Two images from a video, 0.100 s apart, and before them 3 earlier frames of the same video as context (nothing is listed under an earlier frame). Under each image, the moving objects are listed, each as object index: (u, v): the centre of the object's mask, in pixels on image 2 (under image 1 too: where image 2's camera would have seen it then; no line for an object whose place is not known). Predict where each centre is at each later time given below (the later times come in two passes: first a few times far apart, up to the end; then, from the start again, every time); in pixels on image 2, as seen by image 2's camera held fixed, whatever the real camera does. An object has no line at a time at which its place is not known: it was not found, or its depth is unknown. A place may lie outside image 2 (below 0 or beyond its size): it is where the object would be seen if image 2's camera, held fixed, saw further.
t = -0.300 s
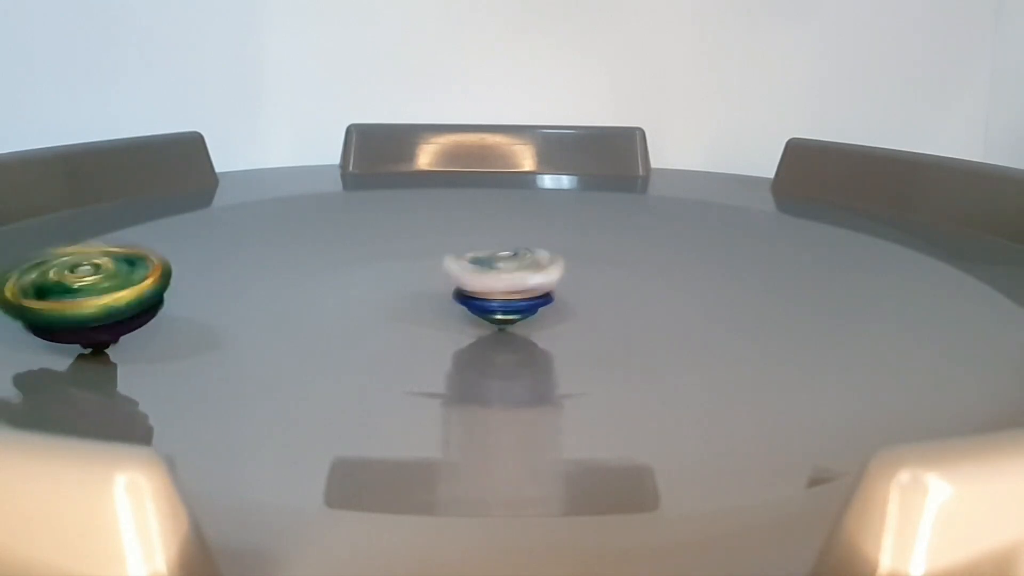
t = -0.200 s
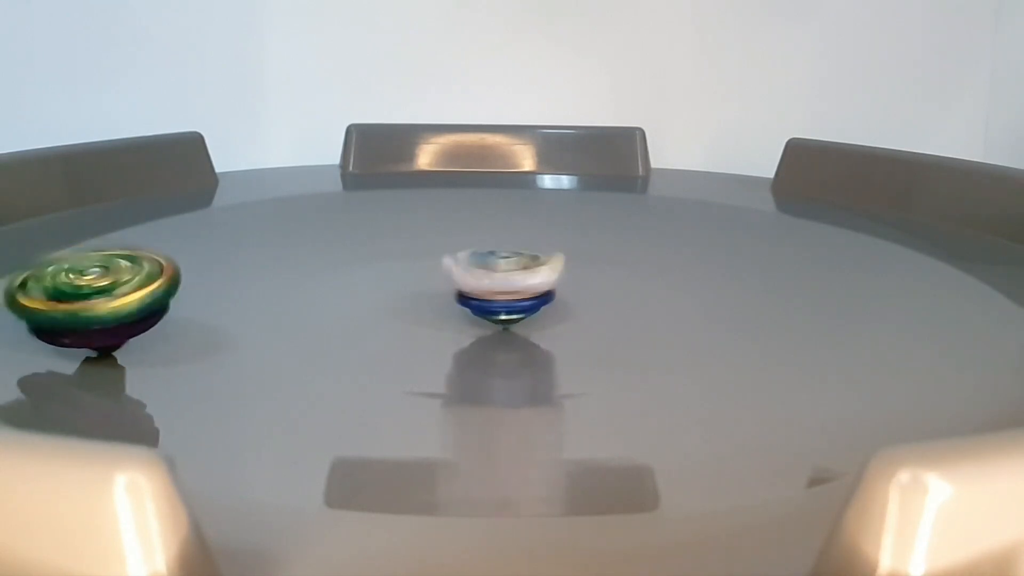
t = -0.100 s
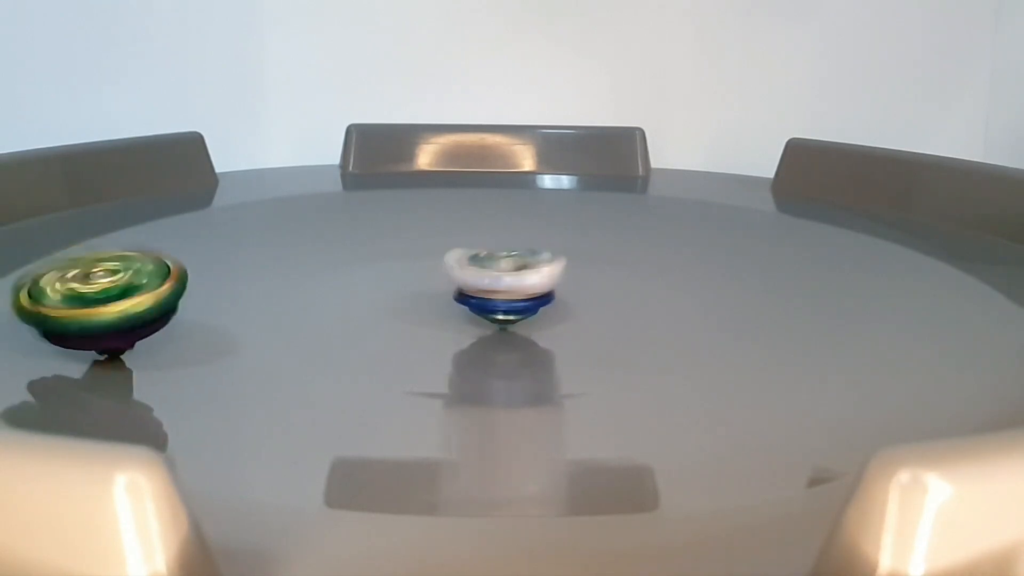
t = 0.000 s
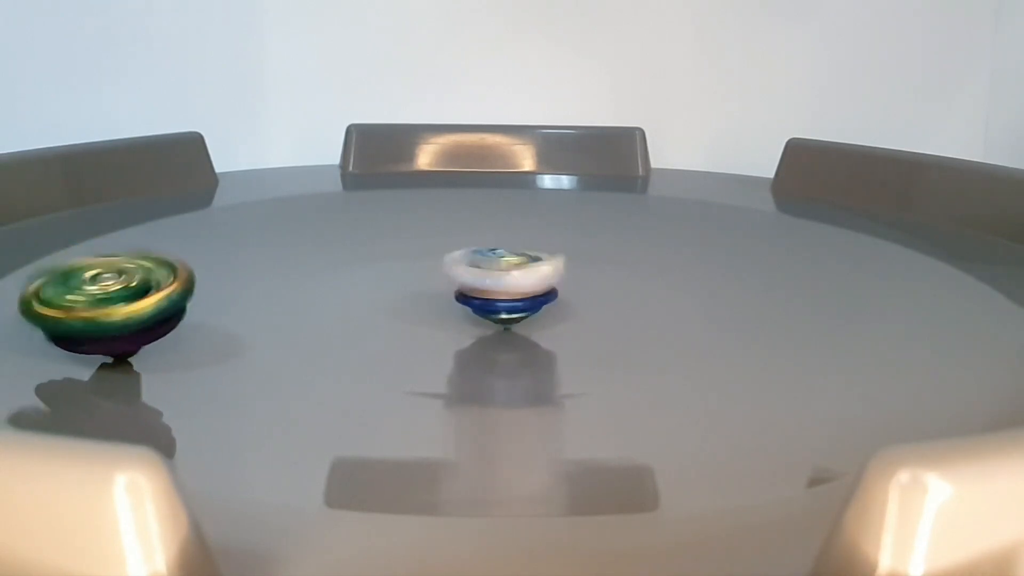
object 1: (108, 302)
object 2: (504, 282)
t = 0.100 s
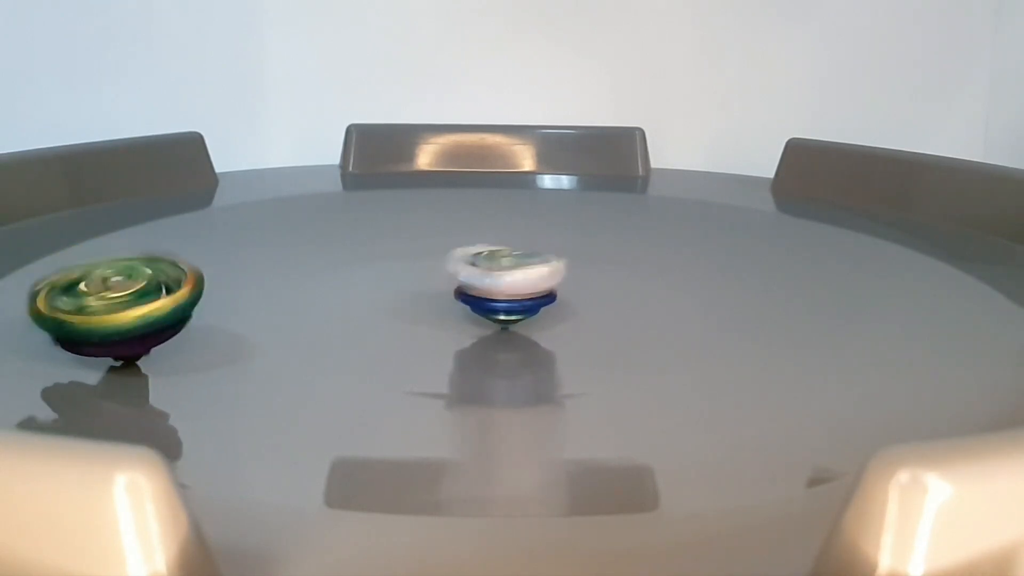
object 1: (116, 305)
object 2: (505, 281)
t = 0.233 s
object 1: (126, 309)
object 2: (507, 282)
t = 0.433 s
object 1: (143, 314)
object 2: (509, 282)
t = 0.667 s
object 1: (163, 319)
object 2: (508, 280)
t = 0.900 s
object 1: (184, 325)
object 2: (510, 281)
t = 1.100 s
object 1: (202, 330)
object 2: (510, 281)
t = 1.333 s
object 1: (222, 336)
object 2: (512, 281)
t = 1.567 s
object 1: (244, 341)
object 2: (510, 280)
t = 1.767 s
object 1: (263, 346)
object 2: (511, 280)
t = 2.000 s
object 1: (286, 352)
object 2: (511, 281)
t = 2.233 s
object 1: (309, 357)
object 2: (511, 281)
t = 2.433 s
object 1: (329, 361)
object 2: (510, 281)
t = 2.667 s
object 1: (352, 366)
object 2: (509, 281)
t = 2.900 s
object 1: (377, 371)
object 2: (509, 280)
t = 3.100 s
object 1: (398, 374)
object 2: (509, 280)
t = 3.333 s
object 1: (424, 378)
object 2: (507, 279)
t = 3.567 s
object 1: (450, 382)
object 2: (508, 279)
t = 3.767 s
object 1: (473, 386)
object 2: (508, 279)
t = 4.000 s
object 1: (498, 390)
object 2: (505, 278)
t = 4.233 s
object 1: (526, 392)
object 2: (506, 280)
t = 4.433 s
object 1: (549, 395)
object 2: (506, 280)
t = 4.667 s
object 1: (577, 399)
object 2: (504, 279)
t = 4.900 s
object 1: (605, 401)
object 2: (506, 280)
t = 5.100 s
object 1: (629, 403)
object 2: (505, 280)
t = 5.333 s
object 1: (658, 403)
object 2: (503, 278)
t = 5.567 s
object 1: (684, 404)
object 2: (504, 280)
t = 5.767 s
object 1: (708, 405)
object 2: (503, 280)
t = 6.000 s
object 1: (733, 406)
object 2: (501, 279)
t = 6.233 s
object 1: (758, 407)
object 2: (502, 279)
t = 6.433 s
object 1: (777, 409)
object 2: (502, 280)
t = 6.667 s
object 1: (791, 410)
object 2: (498, 279)
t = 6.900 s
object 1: (803, 412)
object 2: (498, 279)
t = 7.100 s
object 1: (814, 412)
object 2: (498, 279)
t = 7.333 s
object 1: (824, 414)
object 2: (495, 279)
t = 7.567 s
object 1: (833, 415)
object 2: (494, 279)
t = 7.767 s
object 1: (839, 415)
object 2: (493, 280)
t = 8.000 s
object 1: (846, 415)
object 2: (491, 280)
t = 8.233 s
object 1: (852, 415)
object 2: (489, 279)
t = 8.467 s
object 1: (855, 414)
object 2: (489, 281)
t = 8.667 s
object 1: (855, 414)
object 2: (488, 281)
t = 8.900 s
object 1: (852, 413)
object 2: (484, 281)
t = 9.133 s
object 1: (847, 413)
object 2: (483, 280)
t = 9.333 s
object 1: (844, 411)
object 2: (483, 281)
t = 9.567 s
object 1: (836, 411)
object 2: (483, 281)
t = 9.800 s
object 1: (829, 411)
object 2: (481, 280)
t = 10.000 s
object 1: (824, 409)
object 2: (480, 280)
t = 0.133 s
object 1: (119, 306)
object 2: (506, 281)
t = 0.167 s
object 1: (122, 306)
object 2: (506, 282)
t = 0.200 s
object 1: (124, 308)
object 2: (506, 282)
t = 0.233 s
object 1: (126, 309)
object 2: (507, 282)
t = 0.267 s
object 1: (129, 309)
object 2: (507, 282)
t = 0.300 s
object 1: (132, 310)
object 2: (507, 281)
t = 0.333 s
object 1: (135, 311)
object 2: (508, 282)
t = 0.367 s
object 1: (138, 312)
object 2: (507, 281)
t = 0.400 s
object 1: (140, 313)
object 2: (507, 282)
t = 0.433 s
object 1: (143, 314)
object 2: (509, 282)
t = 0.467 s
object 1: (146, 314)
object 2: (507, 281)
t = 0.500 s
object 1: (149, 315)
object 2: (508, 281)
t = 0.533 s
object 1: (152, 316)
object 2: (508, 282)
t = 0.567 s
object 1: (155, 317)
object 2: (508, 282)
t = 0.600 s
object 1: (157, 318)
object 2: (510, 282)
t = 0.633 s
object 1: (160, 319)
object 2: (508, 281)
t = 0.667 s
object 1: (163, 319)
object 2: (508, 280)
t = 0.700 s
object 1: (166, 320)
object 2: (510, 282)
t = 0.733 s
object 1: (169, 321)
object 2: (509, 281)
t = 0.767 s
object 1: (172, 322)
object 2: (509, 282)
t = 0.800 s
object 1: (175, 323)
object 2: (511, 282)
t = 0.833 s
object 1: (178, 324)
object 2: (509, 281)
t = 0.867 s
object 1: (181, 324)
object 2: (510, 280)
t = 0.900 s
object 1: (184, 325)
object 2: (510, 281)
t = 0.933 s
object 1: (187, 326)
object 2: (509, 281)
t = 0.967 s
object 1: (189, 327)
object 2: (511, 281)
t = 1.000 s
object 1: (192, 328)
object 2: (510, 281)
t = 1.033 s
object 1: (195, 329)
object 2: (510, 280)
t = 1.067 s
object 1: (199, 330)
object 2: (512, 281)
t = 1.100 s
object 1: (202, 330)
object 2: (510, 281)
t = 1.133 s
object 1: (204, 331)
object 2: (510, 282)
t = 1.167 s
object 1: (207, 332)
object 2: (512, 281)
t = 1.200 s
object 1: (210, 333)
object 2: (510, 280)
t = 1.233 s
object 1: (213, 333)
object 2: (512, 280)
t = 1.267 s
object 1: (217, 334)
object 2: (511, 281)
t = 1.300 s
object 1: (220, 335)
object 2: (511, 281)
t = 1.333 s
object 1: (222, 336)
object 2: (512, 281)
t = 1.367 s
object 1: (225, 337)
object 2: (511, 281)
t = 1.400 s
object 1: (228, 337)
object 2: (511, 280)
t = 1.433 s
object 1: (232, 338)
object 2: (512, 281)
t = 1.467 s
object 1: (235, 339)
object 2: (510, 281)
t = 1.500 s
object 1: (238, 340)
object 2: (511, 281)
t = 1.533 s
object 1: (241, 340)
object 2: (513, 281)
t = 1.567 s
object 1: (244, 341)
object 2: (510, 280)
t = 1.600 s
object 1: (247, 342)
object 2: (512, 280)
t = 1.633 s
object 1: (251, 343)
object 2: (512, 281)
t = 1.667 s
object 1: (254, 344)
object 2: (511, 281)
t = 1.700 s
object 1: (257, 345)
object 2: (512, 281)
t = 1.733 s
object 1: (260, 346)
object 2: (511, 281)
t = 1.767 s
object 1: (263, 346)
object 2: (511, 280)
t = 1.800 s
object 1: (267, 347)
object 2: (512, 281)
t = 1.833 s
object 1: (271, 348)
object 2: (510, 281)
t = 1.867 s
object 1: (274, 349)
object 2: (511, 281)
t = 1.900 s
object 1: (276, 349)
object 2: (513, 281)
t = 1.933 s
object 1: (279, 350)
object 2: (510, 280)
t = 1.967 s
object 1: (283, 351)
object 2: (511, 280)
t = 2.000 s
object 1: (286, 352)
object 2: (511, 281)
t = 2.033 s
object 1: (290, 352)
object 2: (510, 281)
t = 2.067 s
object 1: (293, 353)
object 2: (511, 281)
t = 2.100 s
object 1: (295, 353)
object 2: (511, 281)
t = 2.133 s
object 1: (299, 354)
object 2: (511, 280)
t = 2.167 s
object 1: (302, 355)
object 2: (512, 280)
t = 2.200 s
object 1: (306, 356)
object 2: (510, 281)
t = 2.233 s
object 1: (309, 357)
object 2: (511, 281)
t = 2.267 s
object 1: (313, 357)
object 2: (512, 281)
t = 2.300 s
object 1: (316, 358)
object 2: (510, 280)
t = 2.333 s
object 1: (320, 359)
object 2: (510, 280)
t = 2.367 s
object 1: (323, 360)
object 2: (512, 281)
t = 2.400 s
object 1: (326, 360)
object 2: (510, 280)
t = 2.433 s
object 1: (329, 361)
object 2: (510, 281)
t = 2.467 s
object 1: (332, 362)
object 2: (512, 281)
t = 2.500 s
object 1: (336, 363)
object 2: (509, 280)
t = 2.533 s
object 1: (340, 363)
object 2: (510, 280)
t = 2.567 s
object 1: (343, 363)
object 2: (510, 281)
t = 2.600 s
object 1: (346, 364)
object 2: (510, 281)
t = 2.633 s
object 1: (349, 365)
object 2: (511, 281)
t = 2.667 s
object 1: (352, 366)
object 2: (509, 281)
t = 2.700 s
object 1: (356, 366)
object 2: (509, 280)
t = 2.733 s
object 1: (360, 367)
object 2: (511, 281)
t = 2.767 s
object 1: (363, 368)
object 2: (509, 280)
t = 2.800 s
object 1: (366, 368)
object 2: (509, 281)
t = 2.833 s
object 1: (370, 369)
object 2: (511, 281)
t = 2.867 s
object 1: (373, 370)
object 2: (508, 280)
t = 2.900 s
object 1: (377, 371)
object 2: (509, 280)
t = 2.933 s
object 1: (380, 372)
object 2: (509, 281)
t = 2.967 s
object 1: (383, 373)
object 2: (509, 280)
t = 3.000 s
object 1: (387, 373)
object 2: (509, 281)
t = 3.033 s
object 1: (390, 373)
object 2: (509, 281)
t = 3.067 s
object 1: (394, 374)
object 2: (508, 279)
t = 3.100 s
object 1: (398, 374)
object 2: (509, 280)
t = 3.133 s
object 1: (401, 375)
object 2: (508, 280)
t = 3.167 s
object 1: (404, 375)
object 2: (508, 280)
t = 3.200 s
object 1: (409, 376)
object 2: (509, 280)
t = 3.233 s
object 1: (413, 376)
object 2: (508, 279)
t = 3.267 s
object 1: (417, 377)
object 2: (508, 279)
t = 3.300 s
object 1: (421, 378)
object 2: (509, 280)
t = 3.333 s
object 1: (424, 378)
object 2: (507, 279)
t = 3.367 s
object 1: (427, 379)
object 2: (508, 279)
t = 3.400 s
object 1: (430, 380)
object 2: (509, 280)
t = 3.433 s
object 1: (435, 381)
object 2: (507, 279)
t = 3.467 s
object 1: (438, 382)
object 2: (508, 279)
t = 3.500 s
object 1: (441, 382)
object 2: (507, 279)
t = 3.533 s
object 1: (445, 382)
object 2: (507, 279)
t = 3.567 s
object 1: (450, 382)
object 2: (508, 279)
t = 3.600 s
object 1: (453, 383)
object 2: (507, 279)
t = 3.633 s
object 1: (457, 384)
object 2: (507, 278)
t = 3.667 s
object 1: (461, 384)
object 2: (508, 280)
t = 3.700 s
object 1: (465, 385)
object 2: (506, 279)
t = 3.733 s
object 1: (469, 385)
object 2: (506, 279)
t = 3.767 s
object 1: (473, 386)
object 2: (508, 279)
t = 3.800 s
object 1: (477, 387)
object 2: (505, 279)
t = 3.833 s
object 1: (480, 387)
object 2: (505, 278)
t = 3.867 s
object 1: (483, 387)
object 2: (507, 280)
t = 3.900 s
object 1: (487, 389)
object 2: (505, 279)
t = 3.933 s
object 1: (491, 390)
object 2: (505, 280)
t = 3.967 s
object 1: (494, 390)
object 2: (507, 280)
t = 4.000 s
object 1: (498, 390)
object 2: (505, 278)
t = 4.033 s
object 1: (502, 390)
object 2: (506, 279)
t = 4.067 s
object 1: (506, 390)
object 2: (505, 279)
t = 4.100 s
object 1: (510, 391)
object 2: (505, 279)
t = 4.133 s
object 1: (514, 391)
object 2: (506, 280)
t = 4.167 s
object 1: (518, 392)
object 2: (505, 280)
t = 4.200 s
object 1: (522, 392)
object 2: (504, 278)
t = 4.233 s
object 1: (526, 392)
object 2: (506, 280)
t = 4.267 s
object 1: (531, 393)
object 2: (504, 279)
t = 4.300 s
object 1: (535, 394)
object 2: (505, 279)
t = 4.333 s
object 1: (539, 394)
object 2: (506, 280)
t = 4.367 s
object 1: (541, 394)
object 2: (504, 279)
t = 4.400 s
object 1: (544, 395)
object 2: (504, 279)
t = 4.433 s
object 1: (549, 395)
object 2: (506, 280)
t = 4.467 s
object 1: (552, 395)
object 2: (504, 279)
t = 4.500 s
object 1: (555, 394)
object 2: (505, 279)
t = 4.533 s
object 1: (559, 395)
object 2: (506, 280)
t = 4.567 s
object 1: (561, 394)
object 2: (504, 279)
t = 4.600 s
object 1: (568, 397)
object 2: (505, 279)
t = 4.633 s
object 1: (572, 397)
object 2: (504, 280)
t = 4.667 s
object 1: (577, 399)
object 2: (504, 279)
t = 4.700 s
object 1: (582, 398)
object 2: (505, 280)
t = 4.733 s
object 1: (585, 398)
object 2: (504, 280)
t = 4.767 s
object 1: (590, 399)
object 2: (504, 278)
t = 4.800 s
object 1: (594, 400)
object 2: (505, 280)
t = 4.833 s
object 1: (598, 400)
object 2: (503, 279)
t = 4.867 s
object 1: (602, 401)
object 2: (504, 279)
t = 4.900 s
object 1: (605, 401)
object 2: (506, 280)
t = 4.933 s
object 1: (610, 402)
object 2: (503, 279)
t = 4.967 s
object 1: (612, 401)
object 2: (504, 279)
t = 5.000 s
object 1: (617, 401)
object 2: (505, 280)
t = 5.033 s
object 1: (620, 401)
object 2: (503, 279)
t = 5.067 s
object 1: (625, 401)
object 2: (504, 279)
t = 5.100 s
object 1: (629, 403)
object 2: (505, 280)
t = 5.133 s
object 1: (633, 403)
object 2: (503, 279)
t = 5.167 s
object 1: (637, 403)
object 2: (504, 279)
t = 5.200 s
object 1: (641, 402)
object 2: (504, 280)
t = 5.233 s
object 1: (645, 402)
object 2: (503, 279)
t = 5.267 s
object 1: (651, 403)
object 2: (504, 279)
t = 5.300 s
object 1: (654, 403)
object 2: (504, 280)
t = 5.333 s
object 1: (658, 403)
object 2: (503, 278)
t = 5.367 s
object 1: (661, 403)
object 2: (504, 279)
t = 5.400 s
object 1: (664, 404)
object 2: (503, 280)
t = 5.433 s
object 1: (669, 405)
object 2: (503, 278)
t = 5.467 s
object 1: (672, 405)
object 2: (504, 279)
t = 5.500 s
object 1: (676, 404)
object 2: (503, 279)
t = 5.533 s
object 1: (680, 404)
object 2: (503, 278)
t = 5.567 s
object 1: (684, 404)
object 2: (504, 280)
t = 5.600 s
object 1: (688, 405)
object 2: (502, 279)
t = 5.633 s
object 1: (691, 405)
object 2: (503, 279)
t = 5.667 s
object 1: (695, 406)
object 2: (504, 280)
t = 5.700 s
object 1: (700, 405)
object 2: (502, 279)
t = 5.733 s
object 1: (704, 405)
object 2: (502, 278)
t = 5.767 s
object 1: (708, 405)
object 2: (503, 280)
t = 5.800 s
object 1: (712, 406)
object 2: (501, 279)
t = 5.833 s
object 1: (715, 405)
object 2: (502, 279)
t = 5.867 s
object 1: (719, 405)
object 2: (503, 280)
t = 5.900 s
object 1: (722, 406)
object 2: (501, 279)
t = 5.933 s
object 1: (726, 407)
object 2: (502, 279)
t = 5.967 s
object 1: (729, 407)
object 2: (502, 280)
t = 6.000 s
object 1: (733, 406)
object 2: (501, 279)
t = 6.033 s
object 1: (736, 407)
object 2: (502, 279)
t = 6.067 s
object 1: (741, 406)
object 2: (502, 280)
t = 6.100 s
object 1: (744, 406)
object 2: (501, 278)
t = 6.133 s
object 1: (747, 407)
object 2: (502, 279)
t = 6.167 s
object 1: (751, 407)
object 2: (501, 280)
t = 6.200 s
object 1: (755, 408)
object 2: (501, 279)
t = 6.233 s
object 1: (758, 407)
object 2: (502, 279)
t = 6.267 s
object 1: (763, 407)
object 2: (501, 279)
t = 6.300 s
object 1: (766, 407)
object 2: (500, 278)
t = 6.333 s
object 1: (769, 407)
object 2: (502, 279)
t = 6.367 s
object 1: (773, 407)
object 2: (499, 279)
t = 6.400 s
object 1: (774, 408)
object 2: (500, 279)
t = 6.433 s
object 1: (777, 409)
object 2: (502, 280)
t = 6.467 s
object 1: (779, 408)
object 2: (499, 279)
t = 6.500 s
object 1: (782, 409)
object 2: (500, 278)
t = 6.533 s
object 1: (785, 409)
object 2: (501, 280)
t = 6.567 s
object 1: (787, 409)
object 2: (499, 279)
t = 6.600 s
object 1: (788, 409)
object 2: (499, 279)
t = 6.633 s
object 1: (789, 409)
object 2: (501, 280)
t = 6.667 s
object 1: (791, 410)
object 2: (498, 279)
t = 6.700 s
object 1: (793, 410)
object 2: (499, 279)
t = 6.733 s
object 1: (794, 410)
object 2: (500, 280)
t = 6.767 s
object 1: (797, 411)
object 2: (498, 279)
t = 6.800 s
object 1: (799, 411)
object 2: (499, 279)
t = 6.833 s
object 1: (801, 411)
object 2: (499, 280)
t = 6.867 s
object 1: (802, 411)
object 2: (498, 279)
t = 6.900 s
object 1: (803, 412)
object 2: (498, 279)
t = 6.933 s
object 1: (804, 412)
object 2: (498, 280)
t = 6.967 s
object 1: (807, 413)
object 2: (497, 279)
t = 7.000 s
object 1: (809, 412)
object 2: (499, 279)
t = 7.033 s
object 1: (811, 413)
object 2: (498, 280)
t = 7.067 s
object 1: (813, 413)
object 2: (497, 279)
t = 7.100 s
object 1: (814, 412)
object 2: (498, 279)
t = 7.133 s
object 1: (815, 413)
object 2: (496, 280)
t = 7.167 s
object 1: (816, 413)
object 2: (497, 279)
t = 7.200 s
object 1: (817, 414)
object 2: (498, 279)
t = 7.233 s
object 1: (818, 413)
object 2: (496, 280)
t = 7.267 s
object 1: (820, 413)
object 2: (496, 278)
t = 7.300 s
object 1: (822, 414)
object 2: (497, 280)
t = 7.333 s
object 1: (824, 414)
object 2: (495, 279)
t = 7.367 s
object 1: (825, 414)
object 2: (495, 279)
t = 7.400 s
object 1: (825, 414)
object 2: (497, 280)
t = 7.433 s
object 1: (826, 414)
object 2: (494, 280)
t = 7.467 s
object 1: (828, 415)
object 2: (495, 279)
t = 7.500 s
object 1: (829, 415)
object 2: (496, 281)
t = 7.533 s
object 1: (832, 414)
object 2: (494, 279)
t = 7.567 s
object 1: (833, 415)
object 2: (494, 279)
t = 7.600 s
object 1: (834, 415)
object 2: (495, 280)
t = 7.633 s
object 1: (835, 414)
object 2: (493, 279)
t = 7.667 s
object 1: (836, 414)
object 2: (493, 279)
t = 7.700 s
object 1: (836, 415)
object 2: (494, 281)
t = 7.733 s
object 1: (838, 415)
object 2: (492, 279)
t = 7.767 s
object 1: (839, 415)
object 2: (493, 280)
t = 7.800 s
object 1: (841, 415)
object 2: (494, 280)
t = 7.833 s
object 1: (843, 415)
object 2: (491, 279)
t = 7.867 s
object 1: (843, 414)
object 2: (492, 279)
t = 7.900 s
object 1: (845, 415)
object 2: (492, 281)
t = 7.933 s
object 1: (844, 414)
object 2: (491, 280)
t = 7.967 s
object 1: (846, 416)
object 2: (492, 280)
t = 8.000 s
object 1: (846, 415)
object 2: (491, 280)
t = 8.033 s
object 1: (848, 414)
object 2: (490, 279)
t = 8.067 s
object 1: (850, 414)
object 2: (491, 280)
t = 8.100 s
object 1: (851, 415)
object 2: (490, 281)
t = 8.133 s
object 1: (851, 415)
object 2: (490, 280)
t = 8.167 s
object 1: (851, 413)
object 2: (491, 280)
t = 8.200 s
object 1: (852, 415)
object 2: (490, 281)
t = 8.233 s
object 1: (852, 415)
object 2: (489, 279)
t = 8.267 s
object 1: (853, 414)
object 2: (490, 280)
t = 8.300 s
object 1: (854, 414)
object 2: (488, 281)
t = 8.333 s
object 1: (855, 415)
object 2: (488, 280)
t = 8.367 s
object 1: (856, 415)
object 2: (489, 280)
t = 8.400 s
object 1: (855, 414)
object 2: (488, 281)
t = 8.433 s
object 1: (855, 414)
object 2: (488, 280)
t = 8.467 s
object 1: (855, 414)
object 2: (489, 281)
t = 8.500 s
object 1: (855, 414)
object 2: (486, 281)
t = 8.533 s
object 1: (854, 414)
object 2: (487, 280)
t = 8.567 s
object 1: (855, 415)
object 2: (488, 281)
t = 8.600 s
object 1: (855, 414)
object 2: (486, 281)
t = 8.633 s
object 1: (856, 414)
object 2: (486, 280)
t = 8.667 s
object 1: (855, 414)
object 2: (488, 281)
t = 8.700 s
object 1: (853, 414)
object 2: (485, 281)
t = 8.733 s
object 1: (853, 414)
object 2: (486, 280)
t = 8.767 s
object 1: (853, 414)
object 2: (487, 281)
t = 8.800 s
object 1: (853, 414)
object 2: (485, 281)
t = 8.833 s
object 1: (853, 413)
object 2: (485, 280)
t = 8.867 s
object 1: (852, 415)
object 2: (486, 282)
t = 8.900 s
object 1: (852, 413)
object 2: (484, 281)
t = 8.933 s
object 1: (852, 413)
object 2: (485, 280)
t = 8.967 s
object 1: (850, 413)
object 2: (486, 281)
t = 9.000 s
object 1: (848, 414)
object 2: (483, 280)
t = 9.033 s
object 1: (849, 413)
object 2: (483, 280)
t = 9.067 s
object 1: (849, 412)
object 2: (485, 281)
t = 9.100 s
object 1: (849, 413)
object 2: (483, 281)
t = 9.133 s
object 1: (847, 413)
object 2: (483, 280)
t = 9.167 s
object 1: (847, 412)
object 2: (485, 281)
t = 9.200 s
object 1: (846, 412)
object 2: (482, 280)
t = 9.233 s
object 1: (844, 412)
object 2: (483, 280)
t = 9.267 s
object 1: (843, 413)
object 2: (484, 282)
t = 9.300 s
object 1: (843, 412)
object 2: (482, 281)
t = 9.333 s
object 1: (844, 411)
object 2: (483, 281)
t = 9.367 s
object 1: (841, 413)
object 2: (484, 281)
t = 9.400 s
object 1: (842, 412)
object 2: (481, 280)
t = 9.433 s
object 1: (841, 411)
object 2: (482, 280)
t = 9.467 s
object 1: (837, 413)
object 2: (483, 282)
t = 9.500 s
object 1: (836, 412)
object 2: (481, 281)
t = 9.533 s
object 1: (836, 412)
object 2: (482, 281)
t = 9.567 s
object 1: (836, 411)
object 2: (483, 281)
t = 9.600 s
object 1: (835, 411)
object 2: (481, 280)
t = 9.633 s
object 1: (834, 412)
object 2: (481, 280)
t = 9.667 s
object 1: (833, 412)
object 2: (482, 281)
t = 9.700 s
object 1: (833, 411)
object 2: (481, 280)
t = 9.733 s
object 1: (830, 412)
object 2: (482, 281)
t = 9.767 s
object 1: (829, 411)
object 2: (482, 281)
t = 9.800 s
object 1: (829, 411)
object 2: (481, 280)
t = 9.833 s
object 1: (828, 410)
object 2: (481, 280)
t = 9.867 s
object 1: (829, 410)
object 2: (481, 282)
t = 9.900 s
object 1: (827, 410)
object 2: (480, 281)
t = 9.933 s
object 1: (826, 410)
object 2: (482, 281)
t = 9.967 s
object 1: (825, 410)
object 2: (482, 281)
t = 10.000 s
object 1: (824, 409)
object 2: (480, 280)
